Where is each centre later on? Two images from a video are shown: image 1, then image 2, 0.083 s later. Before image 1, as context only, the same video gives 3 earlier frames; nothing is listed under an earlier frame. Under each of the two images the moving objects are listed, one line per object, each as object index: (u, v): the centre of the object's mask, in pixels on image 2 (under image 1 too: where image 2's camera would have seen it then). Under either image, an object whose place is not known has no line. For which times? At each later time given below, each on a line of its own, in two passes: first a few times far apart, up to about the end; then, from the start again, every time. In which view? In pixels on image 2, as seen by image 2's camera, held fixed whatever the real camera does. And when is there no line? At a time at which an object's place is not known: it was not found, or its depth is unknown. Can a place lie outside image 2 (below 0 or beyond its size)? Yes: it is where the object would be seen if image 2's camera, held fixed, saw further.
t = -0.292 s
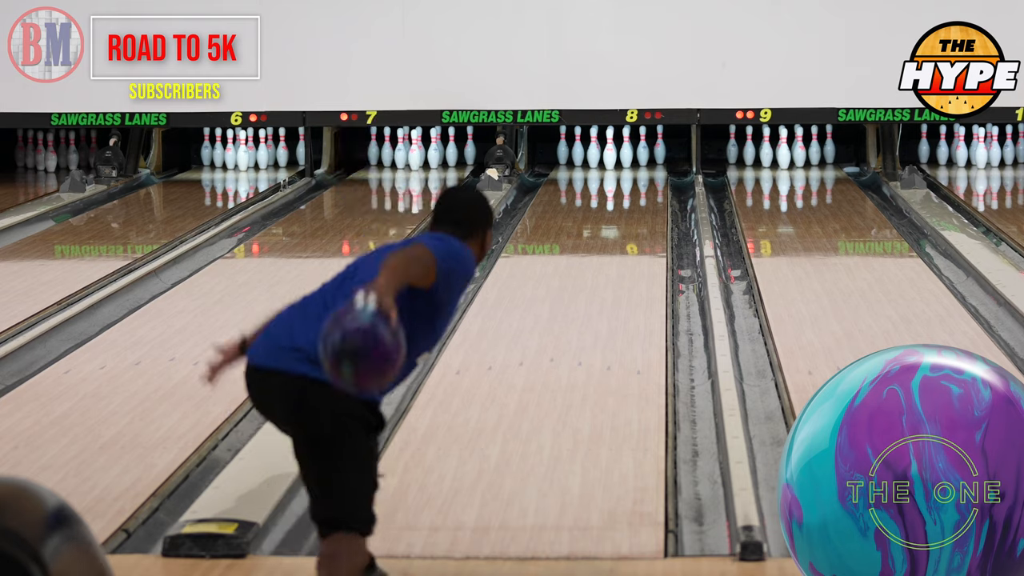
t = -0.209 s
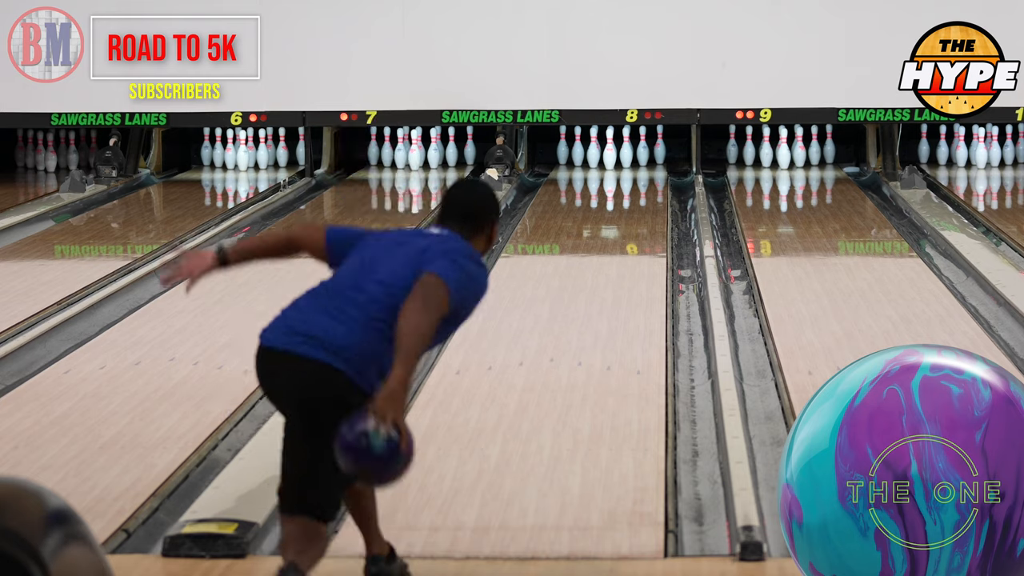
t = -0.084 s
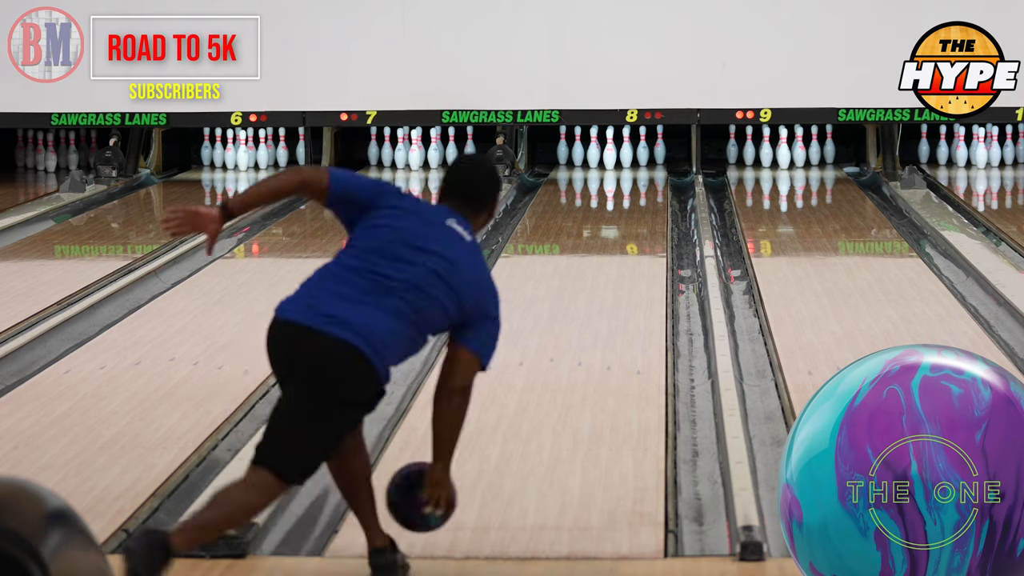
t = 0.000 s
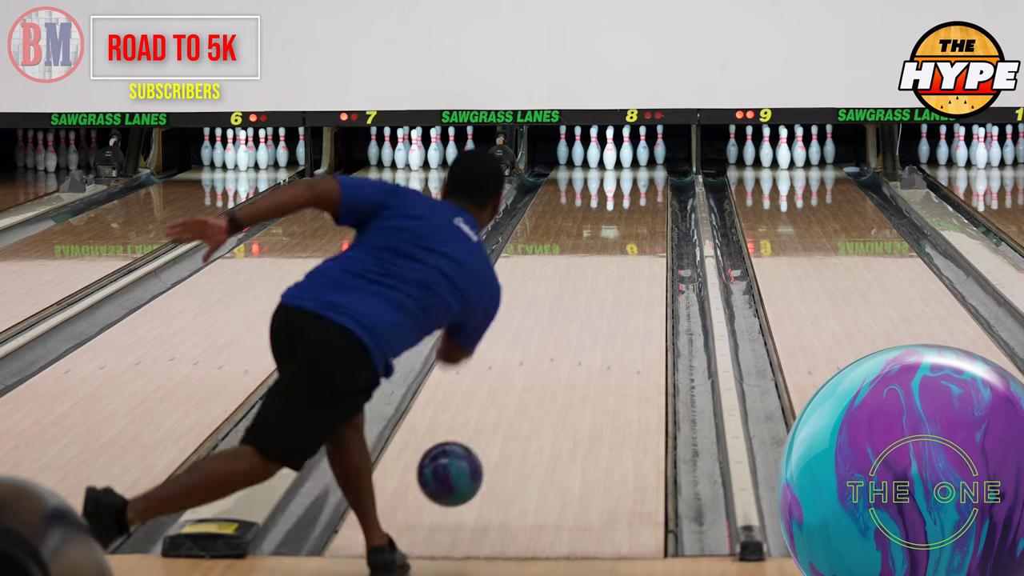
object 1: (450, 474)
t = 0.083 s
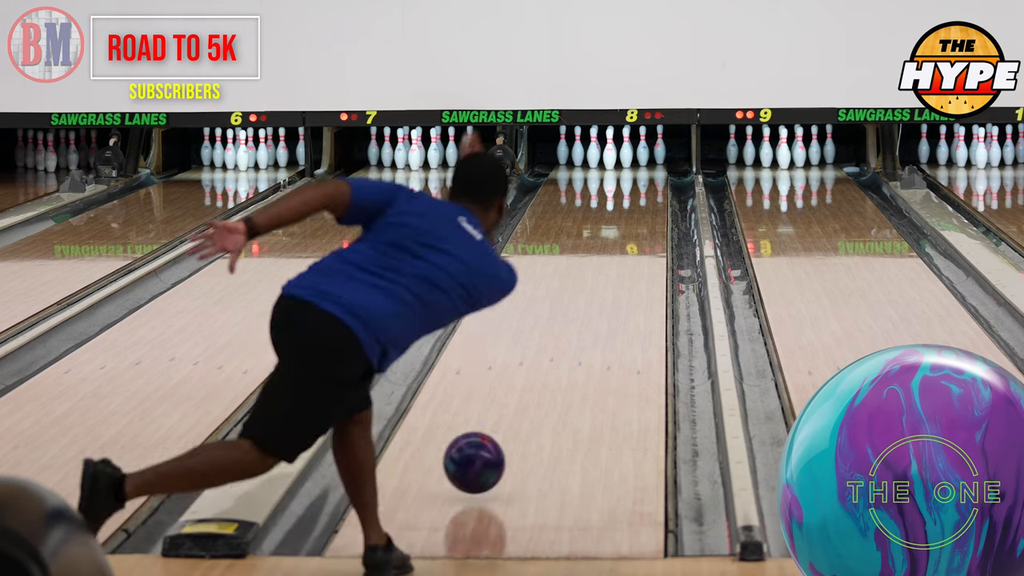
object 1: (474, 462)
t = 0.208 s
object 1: (505, 425)
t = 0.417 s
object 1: (544, 366)
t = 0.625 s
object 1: (574, 321)
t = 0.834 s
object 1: (597, 286)
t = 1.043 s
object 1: (615, 257)
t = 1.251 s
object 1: (629, 232)
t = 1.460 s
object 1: (638, 212)
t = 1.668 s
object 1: (644, 195)
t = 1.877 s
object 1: (641, 182)
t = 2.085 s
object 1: (631, 171)
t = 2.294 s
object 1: (617, 160)
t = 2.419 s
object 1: (612, 157)
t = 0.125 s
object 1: (485, 453)
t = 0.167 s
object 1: (495, 438)
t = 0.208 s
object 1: (505, 425)
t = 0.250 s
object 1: (513, 411)
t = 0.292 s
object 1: (522, 399)
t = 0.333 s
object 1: (530, 388)
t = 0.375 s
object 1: (537, 376)
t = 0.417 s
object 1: (544, 366)
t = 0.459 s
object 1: (551, 356)
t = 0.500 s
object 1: (557, 347)
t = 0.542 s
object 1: (563, 338)
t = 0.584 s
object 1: (569, 329)
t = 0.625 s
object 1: (574, 321)
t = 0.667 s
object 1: (579, 314)
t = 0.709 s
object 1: (584, 306)
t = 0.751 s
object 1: (589, 299)
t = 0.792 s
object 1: (593, 292)
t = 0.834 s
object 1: (597, 286)
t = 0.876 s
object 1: (601, 279)
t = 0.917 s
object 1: (605, 273)
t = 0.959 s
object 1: (608, 267)
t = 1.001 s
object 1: (612, 262)
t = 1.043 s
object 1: (615, 257)
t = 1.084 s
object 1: (618, 252)
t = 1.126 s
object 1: (621, 247)
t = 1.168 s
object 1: (623, 242)
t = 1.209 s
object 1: (626, 237)
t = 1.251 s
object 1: (629, 232)
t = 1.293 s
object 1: (631, 228)
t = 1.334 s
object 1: (633, 224)
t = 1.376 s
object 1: (635, 220)
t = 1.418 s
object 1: (637, 216)
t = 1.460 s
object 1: (638, 212)
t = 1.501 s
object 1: (640, 209)
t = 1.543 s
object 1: (641, 205)
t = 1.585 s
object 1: (642, 202)
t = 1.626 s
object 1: (643, 199)
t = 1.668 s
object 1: (644, 195)
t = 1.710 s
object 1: (644, 193)
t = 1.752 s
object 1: (643, 190)
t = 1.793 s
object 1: (643, 187)
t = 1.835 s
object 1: (642, 185)
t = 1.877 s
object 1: (641, 182)
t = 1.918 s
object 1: (640, 180)
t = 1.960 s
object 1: (638, 177)
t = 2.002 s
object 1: (636, 175)
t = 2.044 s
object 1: (634, 173)
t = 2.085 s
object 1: (631, 171)
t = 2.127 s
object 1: (628, 168)
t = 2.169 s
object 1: (625, 167)
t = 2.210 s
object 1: (622, 165)
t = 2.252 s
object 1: (620, 162)
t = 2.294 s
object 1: (617, 160)
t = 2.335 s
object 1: (615, 159)
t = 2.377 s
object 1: (615, 157)
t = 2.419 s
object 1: (612, 157)
